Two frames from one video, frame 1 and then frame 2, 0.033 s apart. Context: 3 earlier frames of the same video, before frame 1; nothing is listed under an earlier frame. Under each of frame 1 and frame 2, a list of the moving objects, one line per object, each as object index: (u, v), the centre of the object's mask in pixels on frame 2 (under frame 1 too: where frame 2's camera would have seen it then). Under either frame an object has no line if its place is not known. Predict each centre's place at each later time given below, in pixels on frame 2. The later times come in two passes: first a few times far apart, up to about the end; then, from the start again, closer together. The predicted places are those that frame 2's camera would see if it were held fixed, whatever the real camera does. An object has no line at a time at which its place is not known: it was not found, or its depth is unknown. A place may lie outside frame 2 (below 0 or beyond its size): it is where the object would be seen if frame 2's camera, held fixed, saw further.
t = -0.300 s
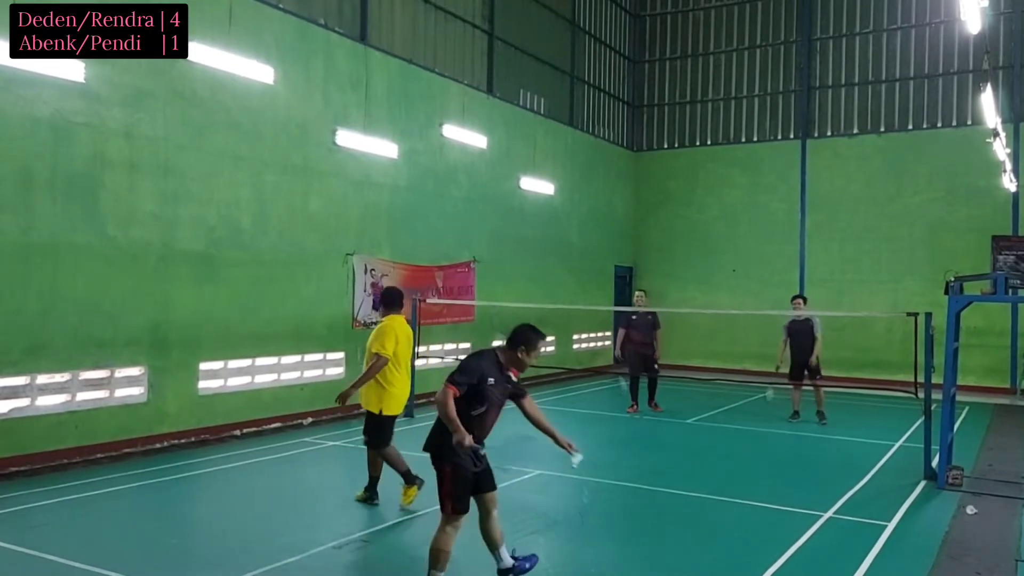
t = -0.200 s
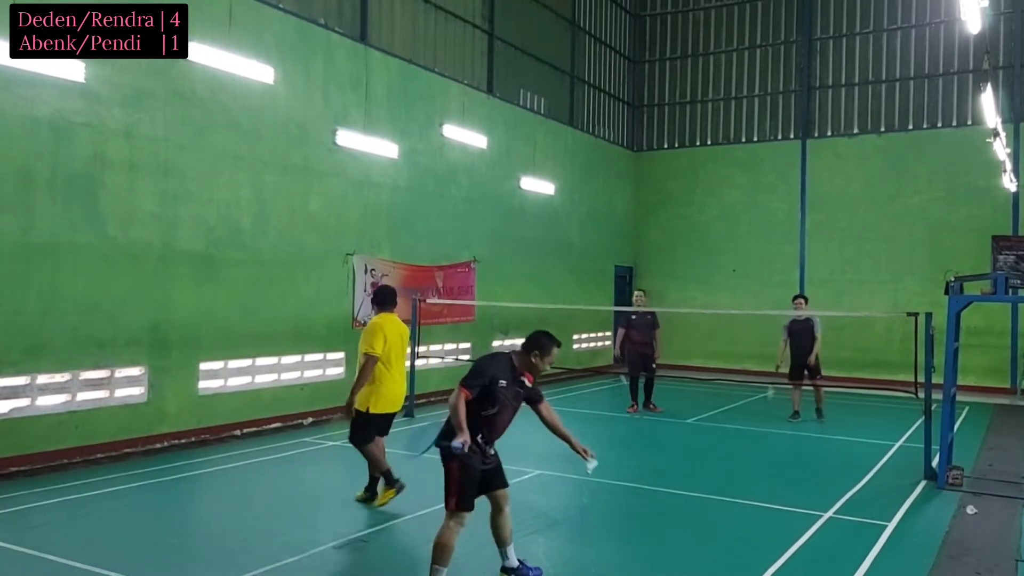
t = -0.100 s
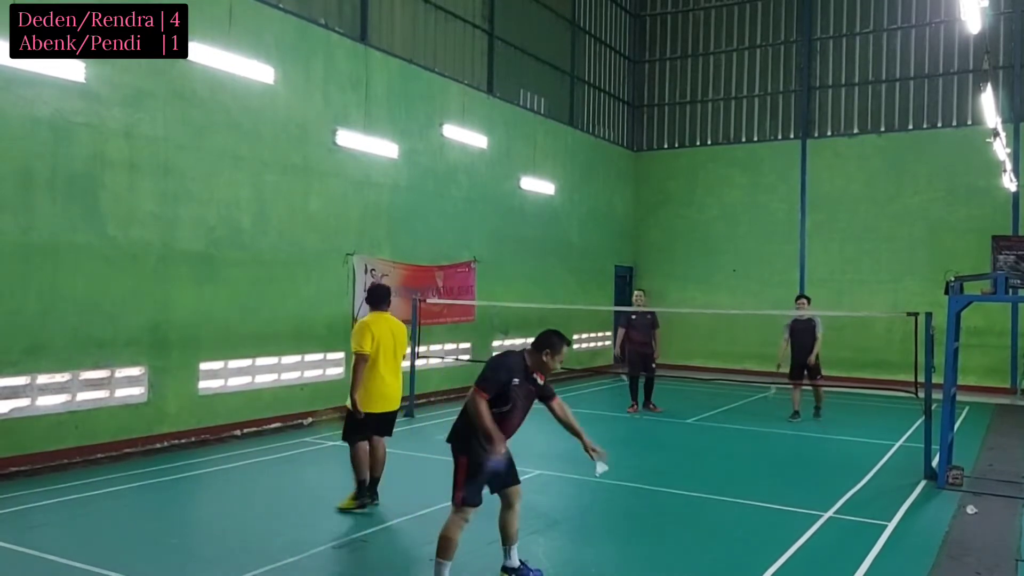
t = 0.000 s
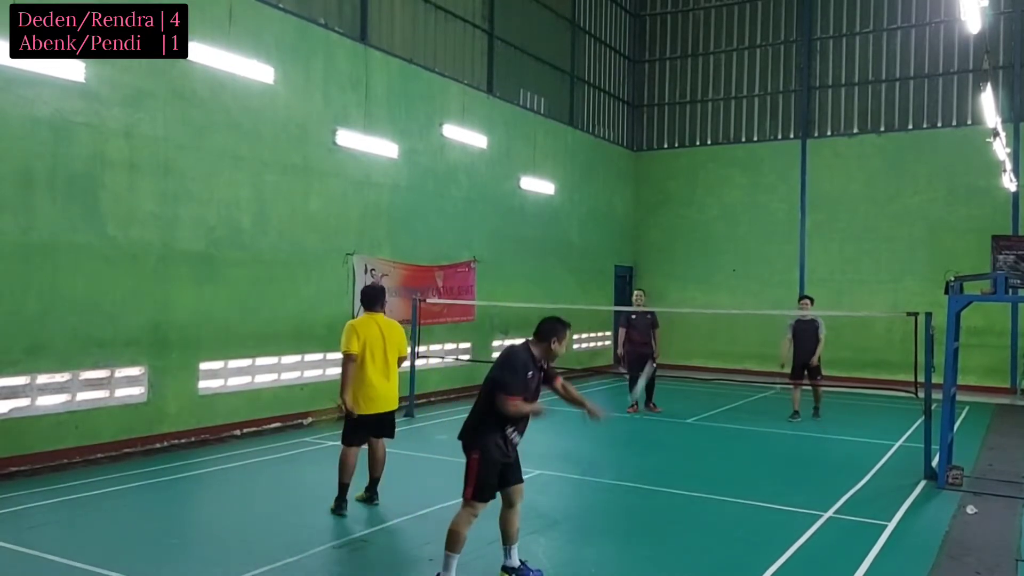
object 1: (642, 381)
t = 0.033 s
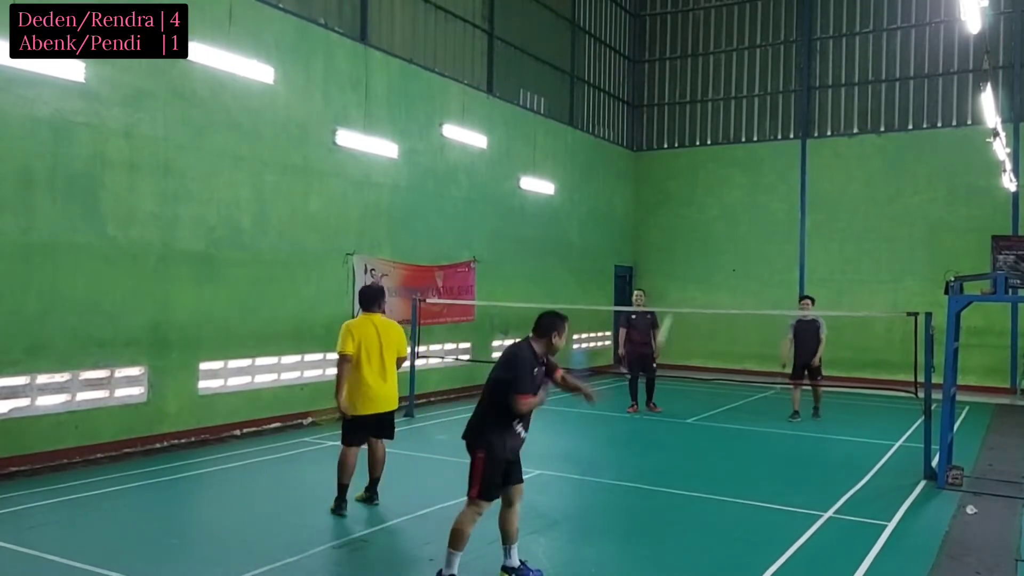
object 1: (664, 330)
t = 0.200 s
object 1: (718, 211)
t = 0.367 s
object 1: (742, 180)
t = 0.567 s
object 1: (760, 183)
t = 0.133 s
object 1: (702, 241)
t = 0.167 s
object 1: (711, 225)
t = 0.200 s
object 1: (718, 211)
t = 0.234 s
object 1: (725, 201)
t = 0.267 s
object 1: (730, 193)
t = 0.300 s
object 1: (734, 187)
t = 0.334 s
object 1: (738, 183)
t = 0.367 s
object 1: (742, 180)
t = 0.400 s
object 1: (746, 177)
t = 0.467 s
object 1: (752, 177)
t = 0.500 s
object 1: (754, 178)
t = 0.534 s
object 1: (757, 180)
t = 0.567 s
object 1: (760, 183)
